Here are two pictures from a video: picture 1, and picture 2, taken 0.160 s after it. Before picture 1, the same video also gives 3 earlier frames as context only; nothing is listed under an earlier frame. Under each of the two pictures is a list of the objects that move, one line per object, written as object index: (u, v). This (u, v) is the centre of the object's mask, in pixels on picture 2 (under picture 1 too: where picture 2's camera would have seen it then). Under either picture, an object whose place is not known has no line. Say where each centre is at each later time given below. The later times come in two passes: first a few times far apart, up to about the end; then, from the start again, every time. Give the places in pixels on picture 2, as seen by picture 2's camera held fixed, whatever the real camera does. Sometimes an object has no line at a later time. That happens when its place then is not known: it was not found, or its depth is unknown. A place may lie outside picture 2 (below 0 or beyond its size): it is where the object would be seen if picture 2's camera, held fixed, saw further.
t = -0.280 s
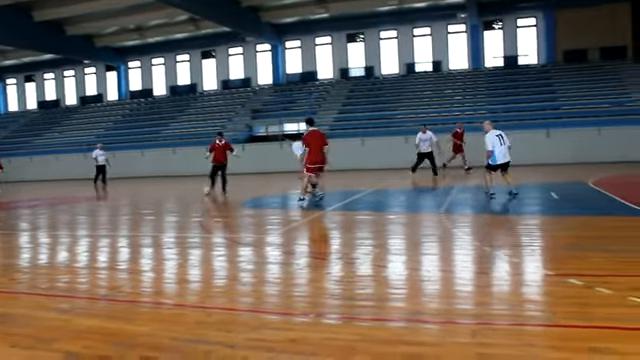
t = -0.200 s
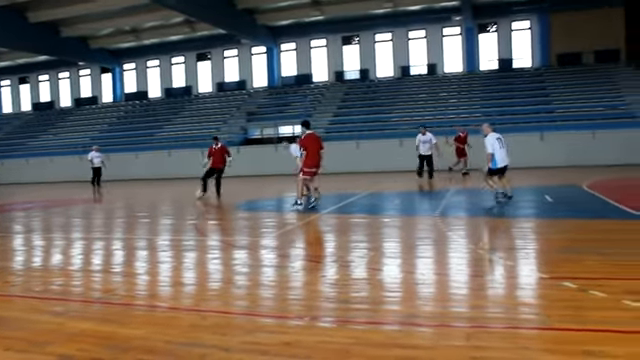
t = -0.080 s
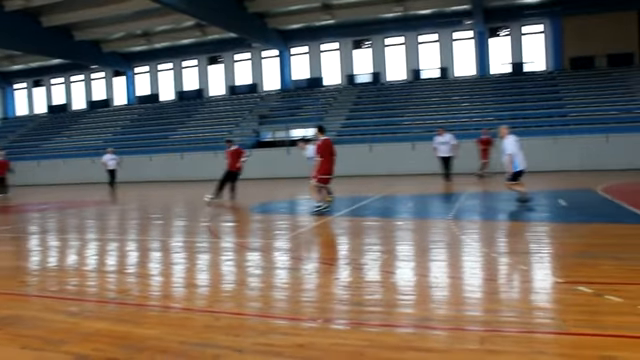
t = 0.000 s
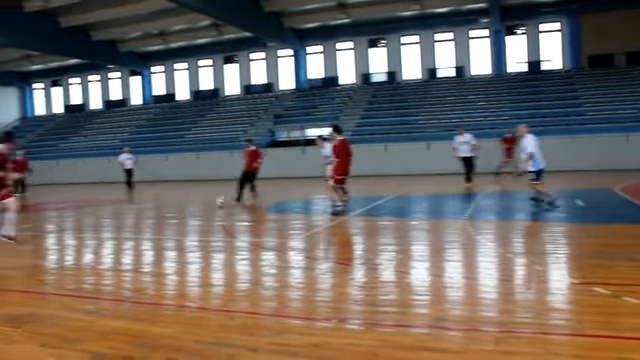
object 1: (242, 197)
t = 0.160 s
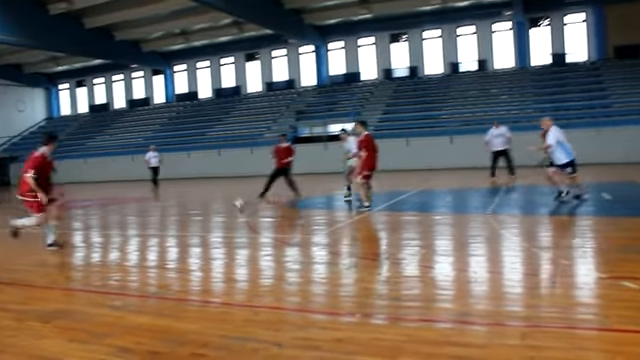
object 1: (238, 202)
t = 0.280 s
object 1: (235, 207)
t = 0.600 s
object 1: (225, 225)
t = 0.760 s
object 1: (219, 237)
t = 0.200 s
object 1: (238, 206)
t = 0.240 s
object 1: (236, 206)
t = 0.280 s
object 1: (235, 207)
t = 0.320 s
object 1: (233, 211)
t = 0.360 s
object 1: (233, 213)
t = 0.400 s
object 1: (231, 216)
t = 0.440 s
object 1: (230, 218)
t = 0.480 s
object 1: (229, 220)
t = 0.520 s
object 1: (228, 221)
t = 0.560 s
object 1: (226, 225)
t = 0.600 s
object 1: (225, 225)
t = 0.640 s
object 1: (225, 227)
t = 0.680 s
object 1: (222, 230)
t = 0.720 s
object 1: (222, 232)
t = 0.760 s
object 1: (219, 237)
